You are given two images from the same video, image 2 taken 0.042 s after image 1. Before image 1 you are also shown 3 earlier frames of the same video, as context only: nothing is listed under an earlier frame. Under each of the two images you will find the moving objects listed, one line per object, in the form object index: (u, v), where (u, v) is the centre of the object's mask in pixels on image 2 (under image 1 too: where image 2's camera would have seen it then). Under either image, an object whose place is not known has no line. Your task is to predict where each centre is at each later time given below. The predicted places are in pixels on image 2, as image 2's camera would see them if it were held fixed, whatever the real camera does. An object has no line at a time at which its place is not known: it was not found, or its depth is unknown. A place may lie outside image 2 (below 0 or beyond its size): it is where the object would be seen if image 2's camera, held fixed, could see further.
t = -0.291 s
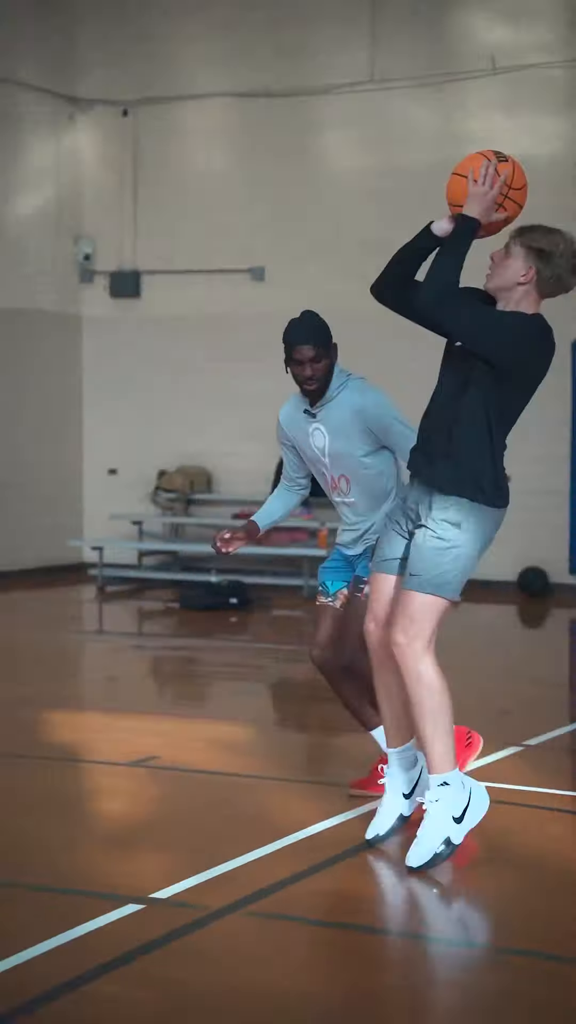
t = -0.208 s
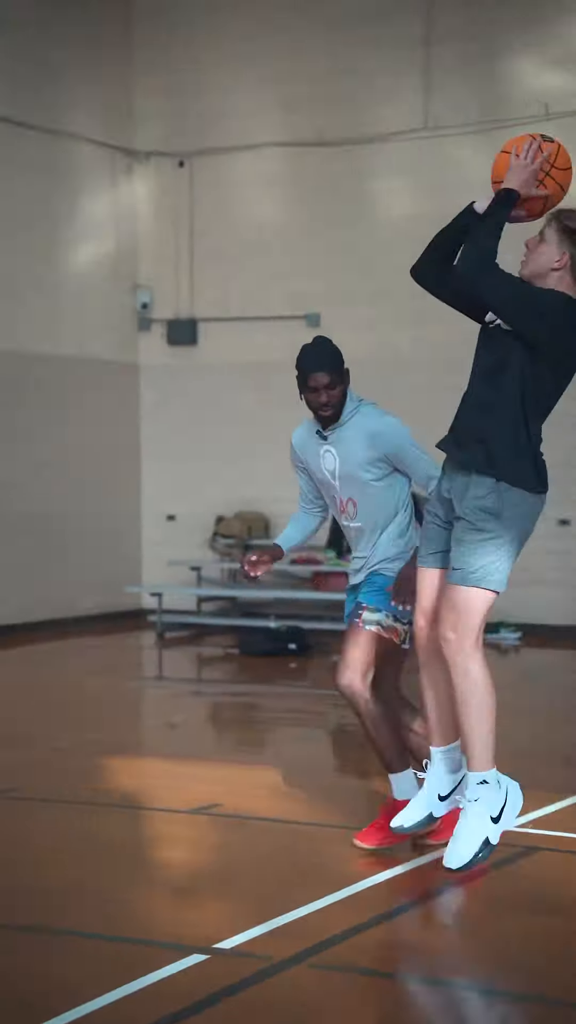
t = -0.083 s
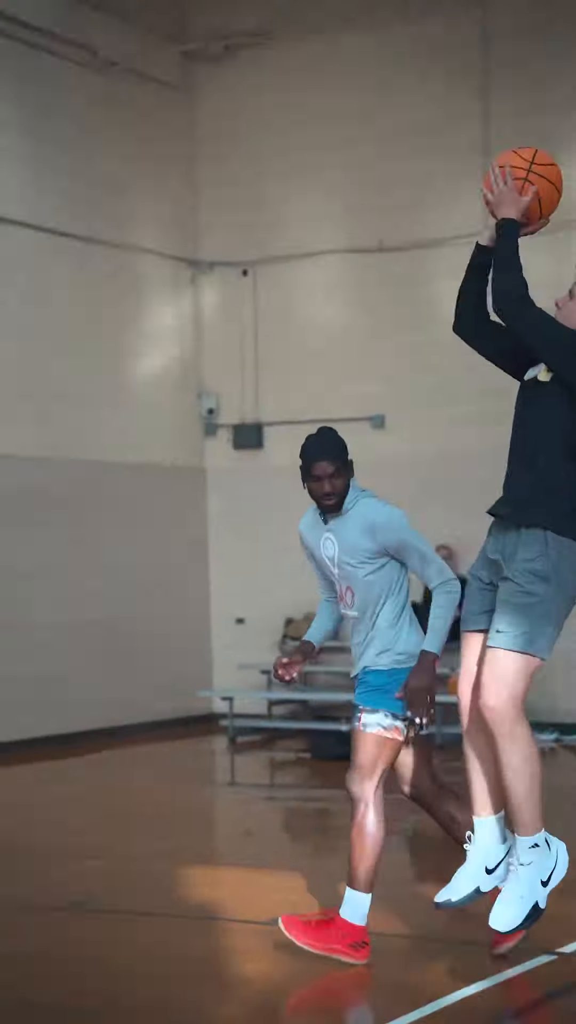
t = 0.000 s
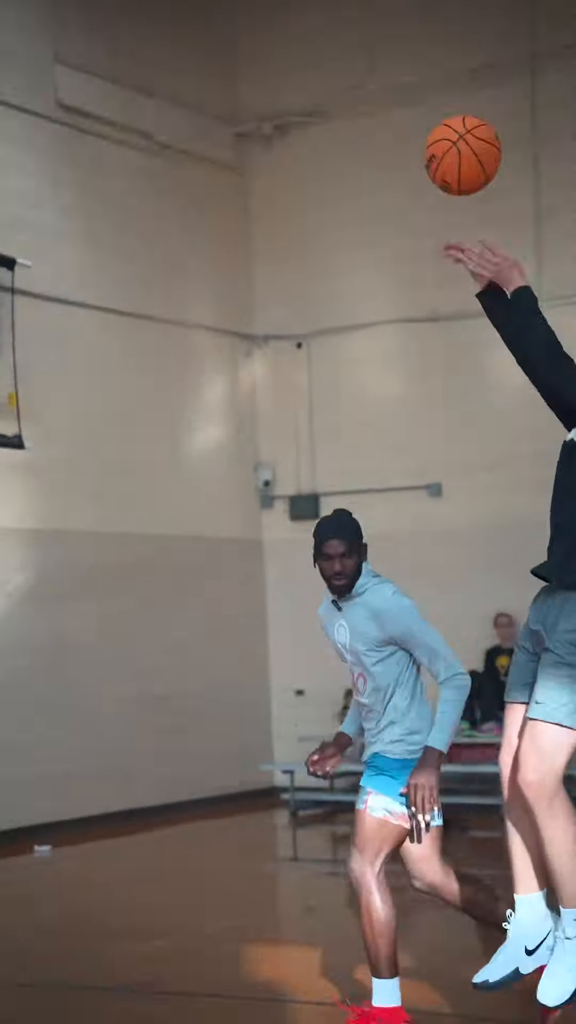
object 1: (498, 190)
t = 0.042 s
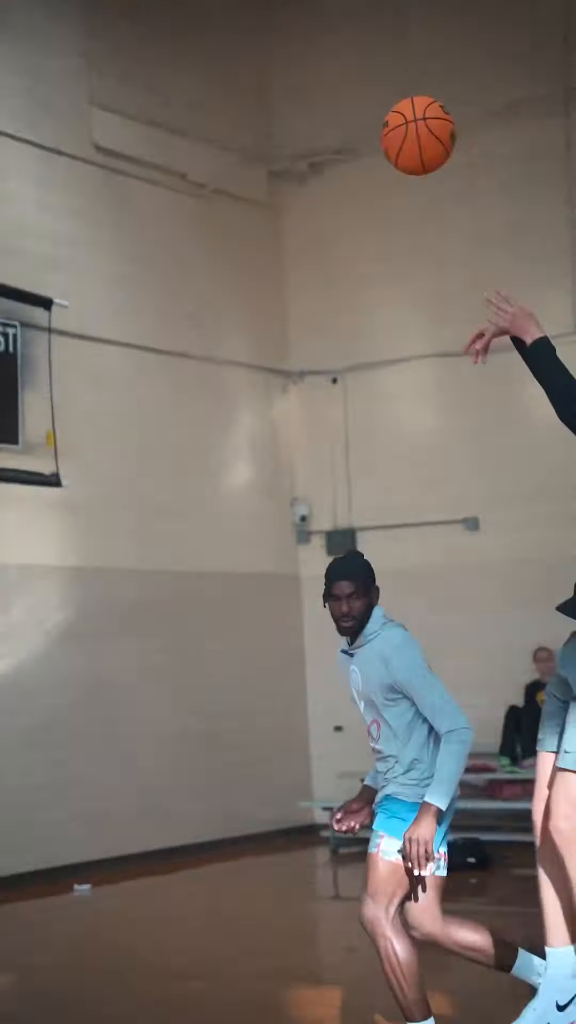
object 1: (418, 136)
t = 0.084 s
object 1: (368, 104)
